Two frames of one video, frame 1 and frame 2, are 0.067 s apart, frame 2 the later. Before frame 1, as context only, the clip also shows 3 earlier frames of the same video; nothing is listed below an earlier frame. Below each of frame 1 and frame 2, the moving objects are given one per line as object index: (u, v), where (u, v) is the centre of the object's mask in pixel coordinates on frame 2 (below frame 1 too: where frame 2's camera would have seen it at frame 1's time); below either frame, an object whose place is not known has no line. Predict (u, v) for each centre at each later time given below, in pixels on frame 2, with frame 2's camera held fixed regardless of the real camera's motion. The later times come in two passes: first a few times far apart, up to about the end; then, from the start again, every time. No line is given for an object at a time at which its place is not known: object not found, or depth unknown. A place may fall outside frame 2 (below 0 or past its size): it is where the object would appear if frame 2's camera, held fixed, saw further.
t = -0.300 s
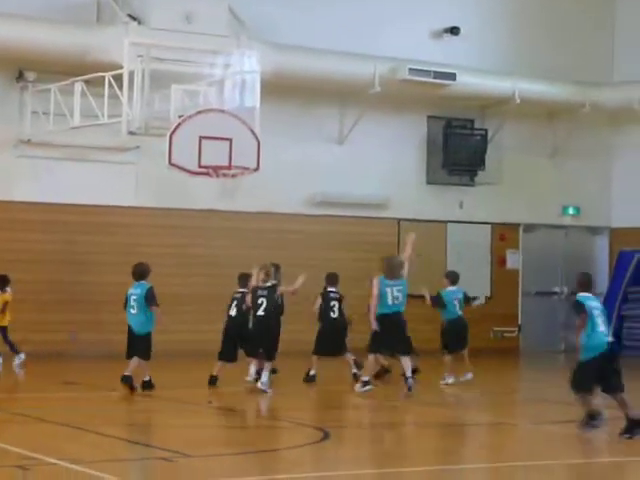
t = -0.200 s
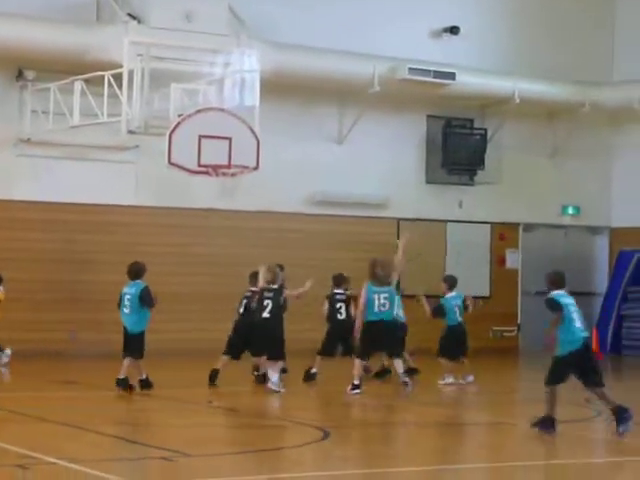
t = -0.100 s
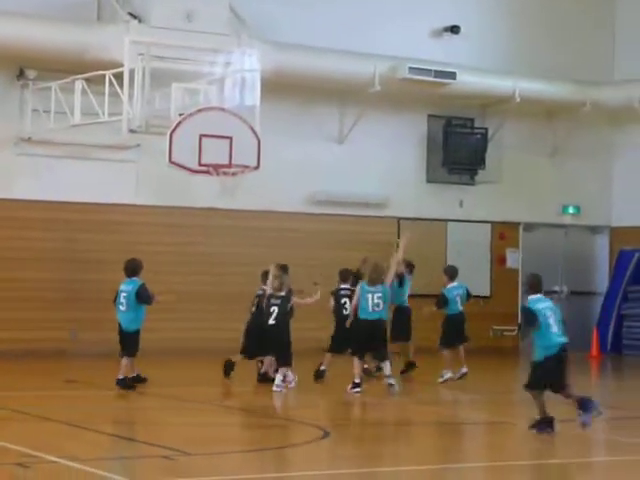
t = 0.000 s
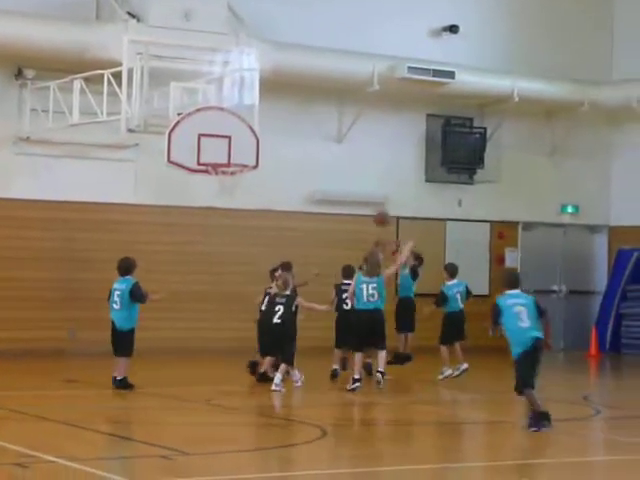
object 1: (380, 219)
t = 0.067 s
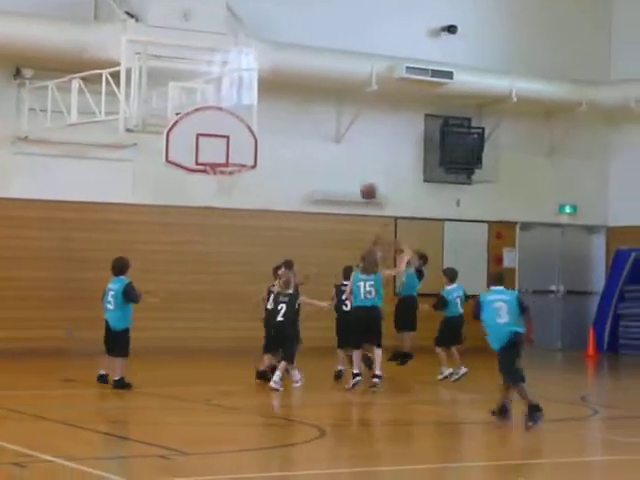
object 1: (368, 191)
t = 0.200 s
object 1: (347, 151)
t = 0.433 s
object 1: (306, 113)
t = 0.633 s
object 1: (270, 114)
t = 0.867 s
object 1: (227, 155)
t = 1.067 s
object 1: (206, 174)
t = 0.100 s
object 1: (363, 180)
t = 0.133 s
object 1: (357, 169)
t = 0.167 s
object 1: (352, 160)
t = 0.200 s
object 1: (347, 151)
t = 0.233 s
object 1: (341, 143)
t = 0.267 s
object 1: (335, 136)
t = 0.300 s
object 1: (329, 129)
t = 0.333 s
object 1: (324, 124)
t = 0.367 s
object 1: (318, 120)
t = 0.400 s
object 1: (312, 116)
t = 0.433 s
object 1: (306, 113)
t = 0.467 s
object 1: (301, 112)
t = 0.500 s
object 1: (294, 110)
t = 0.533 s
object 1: (288, 110)
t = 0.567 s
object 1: (282, 110)
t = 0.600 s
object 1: (276, 112)
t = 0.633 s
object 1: (270, 114)
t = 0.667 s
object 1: (264, 117)
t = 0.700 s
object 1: (257, 123)
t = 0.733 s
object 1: (251, 128)
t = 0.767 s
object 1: (245, 135)
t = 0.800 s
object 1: (237, 143)
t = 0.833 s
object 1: (232, 151)
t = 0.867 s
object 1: (227, 155)
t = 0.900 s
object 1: (223, 156)
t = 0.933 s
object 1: (219, 158)
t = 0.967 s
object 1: (215, 161)
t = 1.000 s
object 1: (212, 164)
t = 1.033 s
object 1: (210, 169)
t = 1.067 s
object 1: (206, 174)
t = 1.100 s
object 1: (201, 182)
